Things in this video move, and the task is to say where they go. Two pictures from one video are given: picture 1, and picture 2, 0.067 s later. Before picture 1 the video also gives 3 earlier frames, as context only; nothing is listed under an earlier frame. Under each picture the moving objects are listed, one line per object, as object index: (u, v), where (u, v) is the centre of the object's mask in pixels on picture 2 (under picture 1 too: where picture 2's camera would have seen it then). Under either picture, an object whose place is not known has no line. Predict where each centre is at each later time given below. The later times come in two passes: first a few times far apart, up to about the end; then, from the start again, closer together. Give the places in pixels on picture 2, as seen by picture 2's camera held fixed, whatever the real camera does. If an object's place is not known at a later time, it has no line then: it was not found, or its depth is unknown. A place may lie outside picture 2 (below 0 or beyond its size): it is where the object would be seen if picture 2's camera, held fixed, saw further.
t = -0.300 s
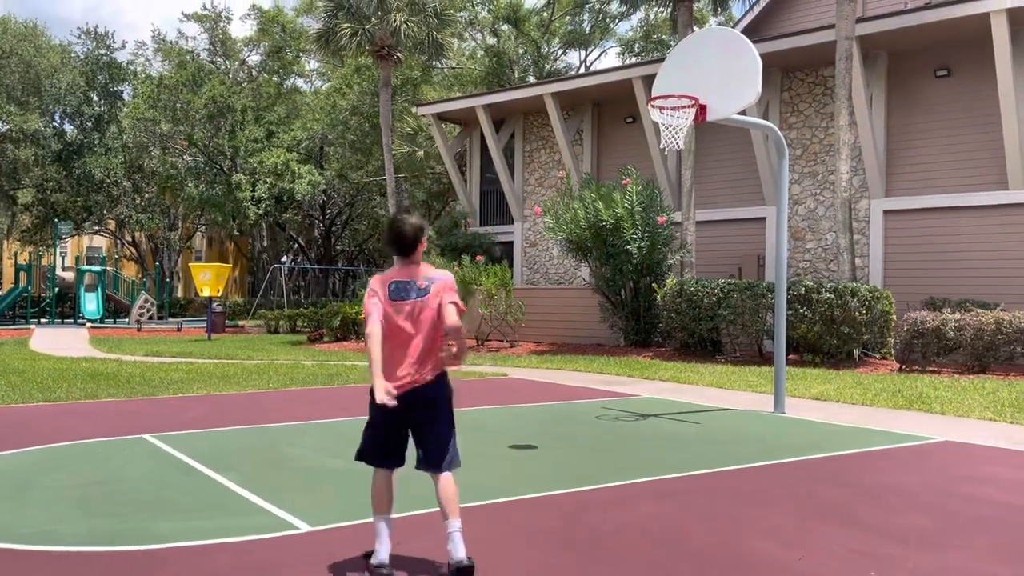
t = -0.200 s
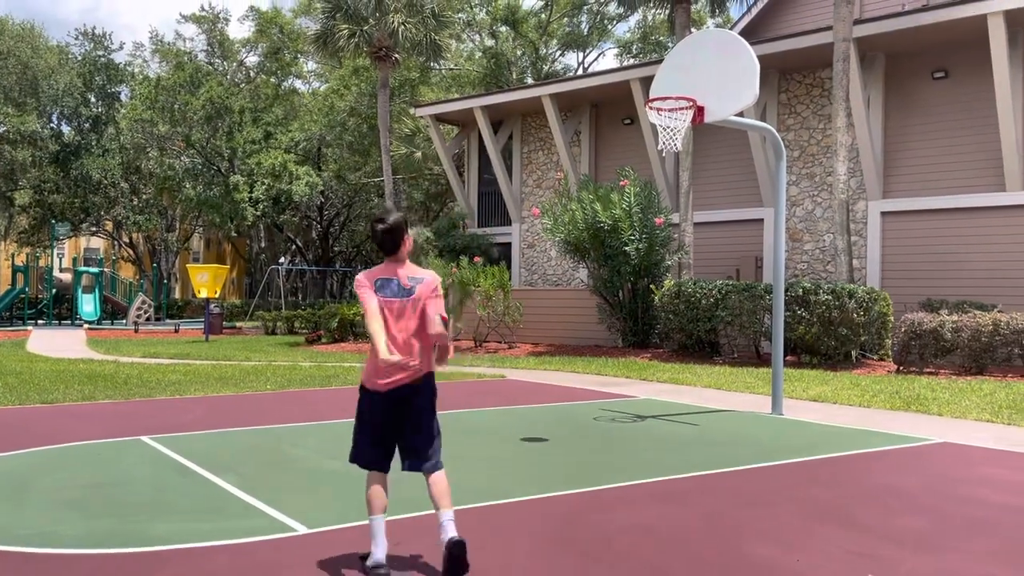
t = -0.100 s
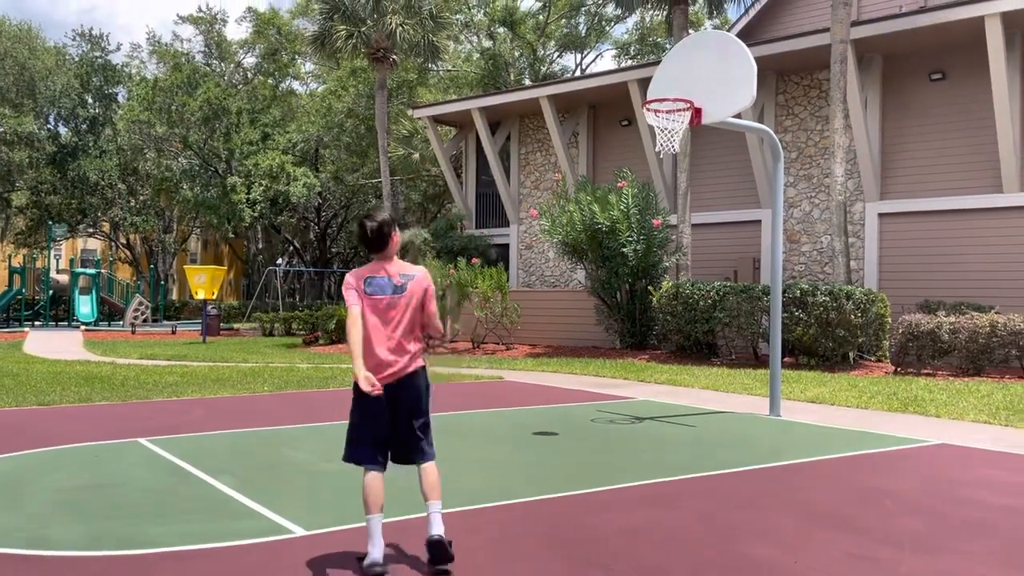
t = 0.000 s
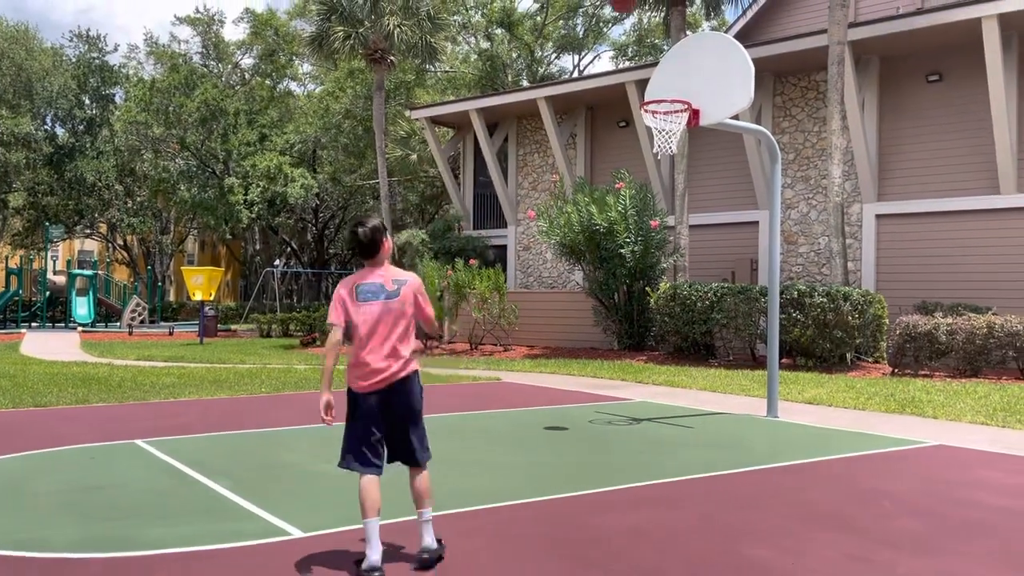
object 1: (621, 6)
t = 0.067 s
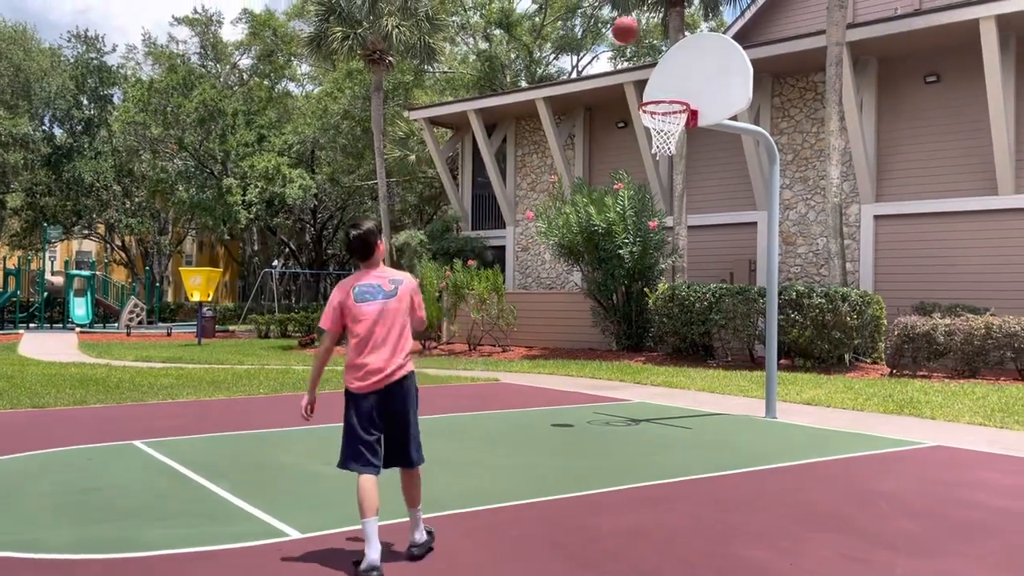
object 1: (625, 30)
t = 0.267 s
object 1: (633, 130)
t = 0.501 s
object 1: (640, 269)
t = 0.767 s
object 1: (647, 351)
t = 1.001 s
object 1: (654, 249)
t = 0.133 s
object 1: (628, 61)
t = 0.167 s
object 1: (629, 77)
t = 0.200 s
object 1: (630, 95)
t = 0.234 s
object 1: (630, 113)
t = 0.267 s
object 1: (633, 130)
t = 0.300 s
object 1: (634, 149)
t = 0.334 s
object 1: (634, 167)
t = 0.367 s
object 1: (636, 188)
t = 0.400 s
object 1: (638, 207)
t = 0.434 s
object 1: (638, 227)
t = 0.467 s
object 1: (639, 248)
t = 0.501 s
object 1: (640, 269)
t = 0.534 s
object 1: (640, 289)
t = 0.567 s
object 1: (641, 311)
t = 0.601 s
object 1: (642, 332)
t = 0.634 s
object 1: (643, 355)
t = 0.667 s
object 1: (643, 377)
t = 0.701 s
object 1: (644, 392)
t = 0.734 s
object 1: (646, 371)
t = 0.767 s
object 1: (647, 351)
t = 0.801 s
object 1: (648, 333)
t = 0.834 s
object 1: (649, 317)
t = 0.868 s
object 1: (650, 301)
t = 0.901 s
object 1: (652, 287)
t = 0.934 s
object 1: (652, 273)
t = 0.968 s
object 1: (653, 261)
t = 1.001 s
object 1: (654, 249)
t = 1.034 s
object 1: (656, 239)
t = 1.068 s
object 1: (657, 230)
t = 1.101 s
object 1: (658, 220)
